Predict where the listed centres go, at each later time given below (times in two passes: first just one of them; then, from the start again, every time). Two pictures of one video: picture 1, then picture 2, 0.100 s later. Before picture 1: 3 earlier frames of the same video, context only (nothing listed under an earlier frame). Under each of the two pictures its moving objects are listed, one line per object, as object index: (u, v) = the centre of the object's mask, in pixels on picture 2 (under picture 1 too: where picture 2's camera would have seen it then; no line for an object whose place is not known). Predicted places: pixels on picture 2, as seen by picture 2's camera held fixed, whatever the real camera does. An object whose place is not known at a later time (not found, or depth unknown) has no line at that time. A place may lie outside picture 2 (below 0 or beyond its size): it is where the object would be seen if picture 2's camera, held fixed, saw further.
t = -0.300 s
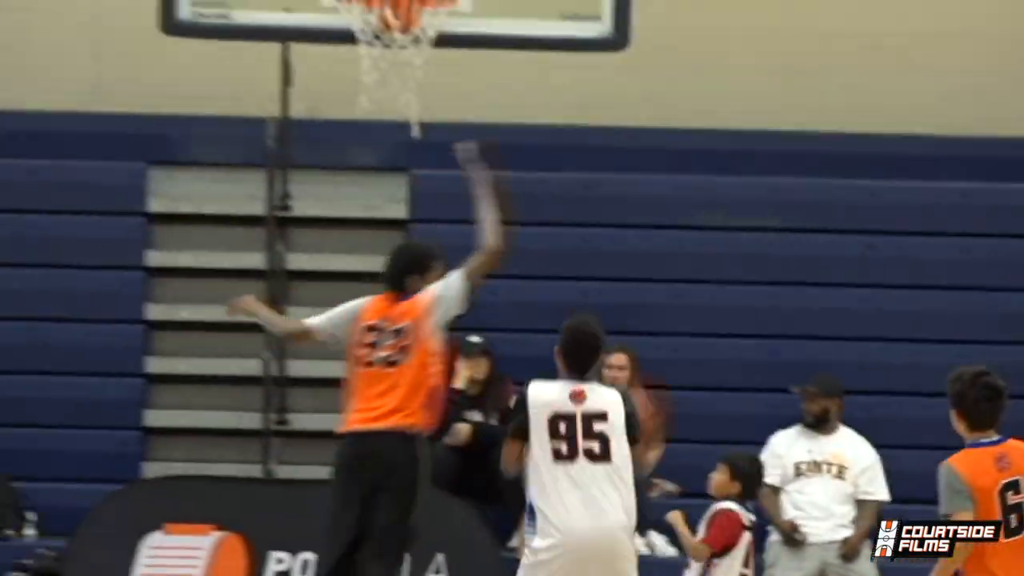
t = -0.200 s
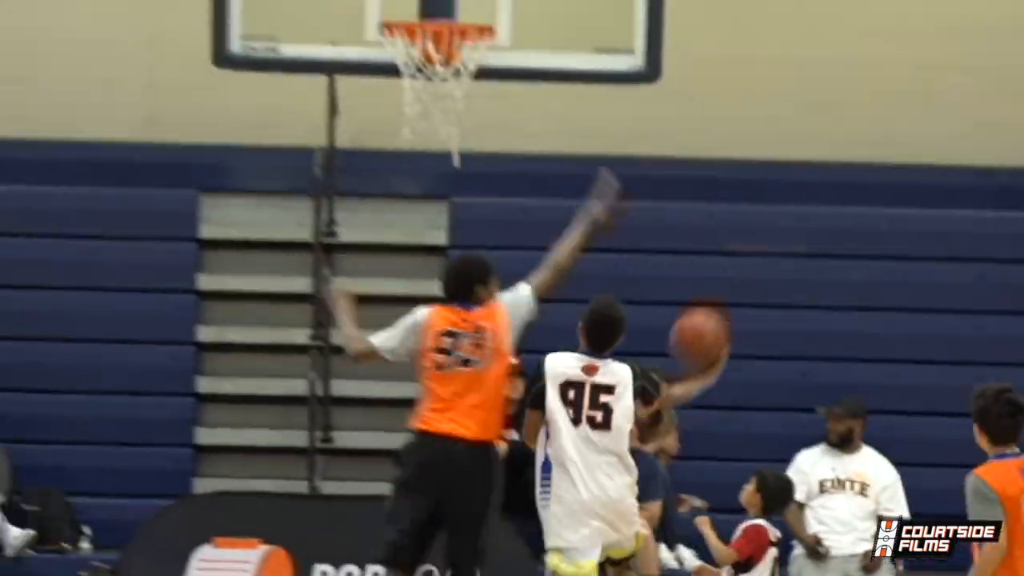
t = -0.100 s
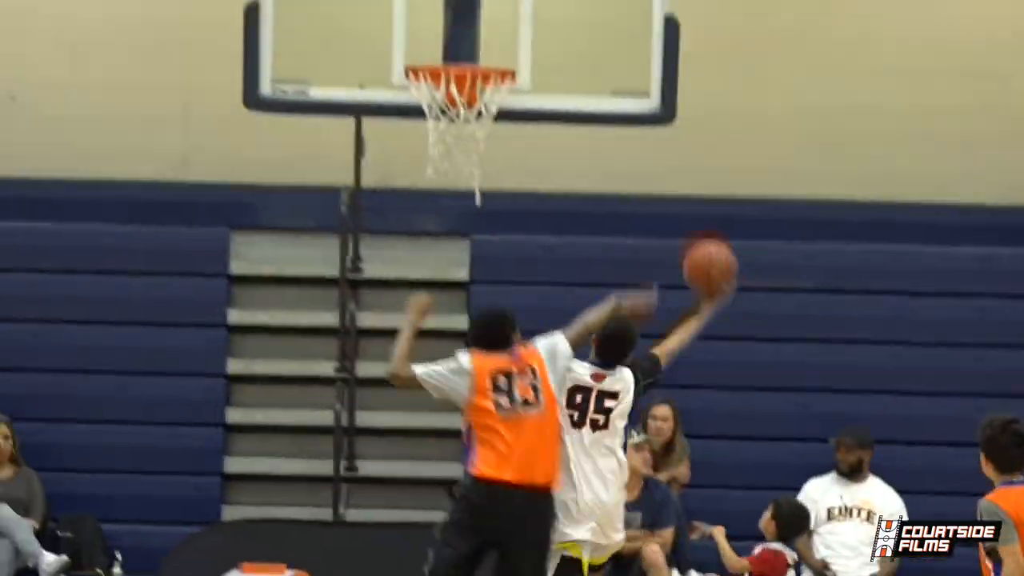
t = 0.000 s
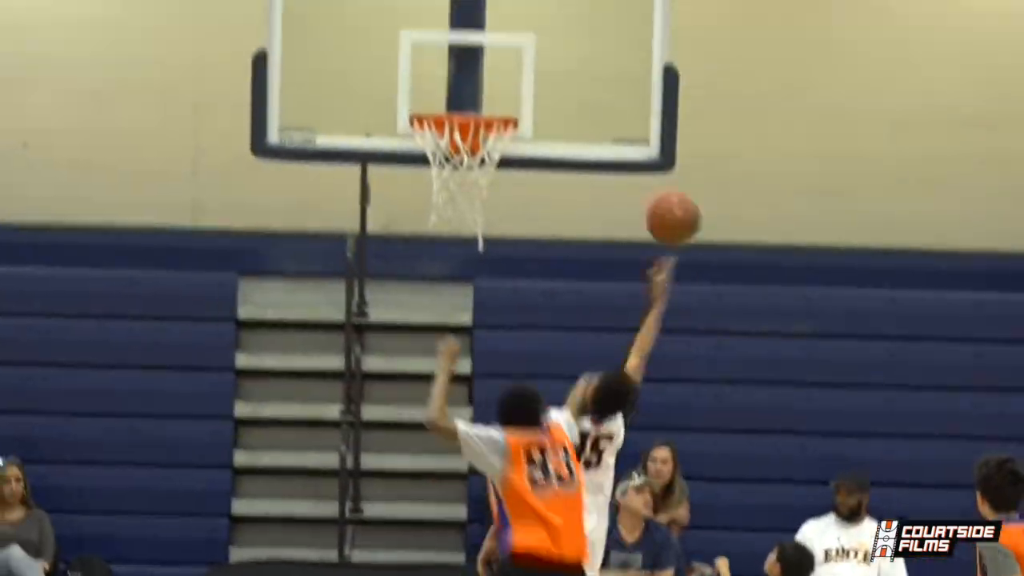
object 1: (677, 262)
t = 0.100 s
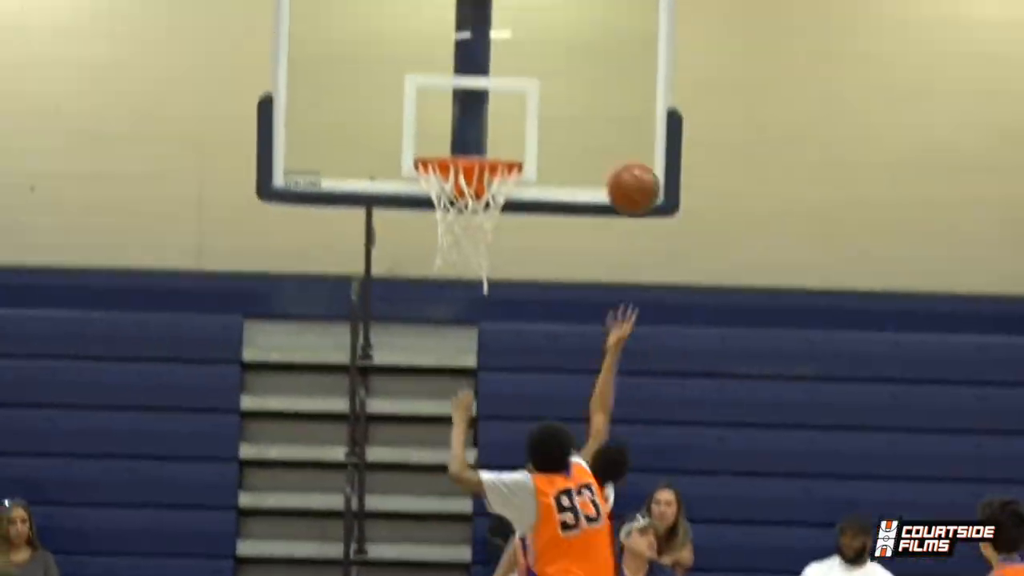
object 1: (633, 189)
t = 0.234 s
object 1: (575, 125)
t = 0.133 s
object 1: (619, 169)
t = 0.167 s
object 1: (605, 152)
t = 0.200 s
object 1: (590, 137)
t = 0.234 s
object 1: (575, 125)
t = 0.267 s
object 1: (561, 116)
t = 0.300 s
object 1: (550, 109)
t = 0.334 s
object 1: (542, 104)
